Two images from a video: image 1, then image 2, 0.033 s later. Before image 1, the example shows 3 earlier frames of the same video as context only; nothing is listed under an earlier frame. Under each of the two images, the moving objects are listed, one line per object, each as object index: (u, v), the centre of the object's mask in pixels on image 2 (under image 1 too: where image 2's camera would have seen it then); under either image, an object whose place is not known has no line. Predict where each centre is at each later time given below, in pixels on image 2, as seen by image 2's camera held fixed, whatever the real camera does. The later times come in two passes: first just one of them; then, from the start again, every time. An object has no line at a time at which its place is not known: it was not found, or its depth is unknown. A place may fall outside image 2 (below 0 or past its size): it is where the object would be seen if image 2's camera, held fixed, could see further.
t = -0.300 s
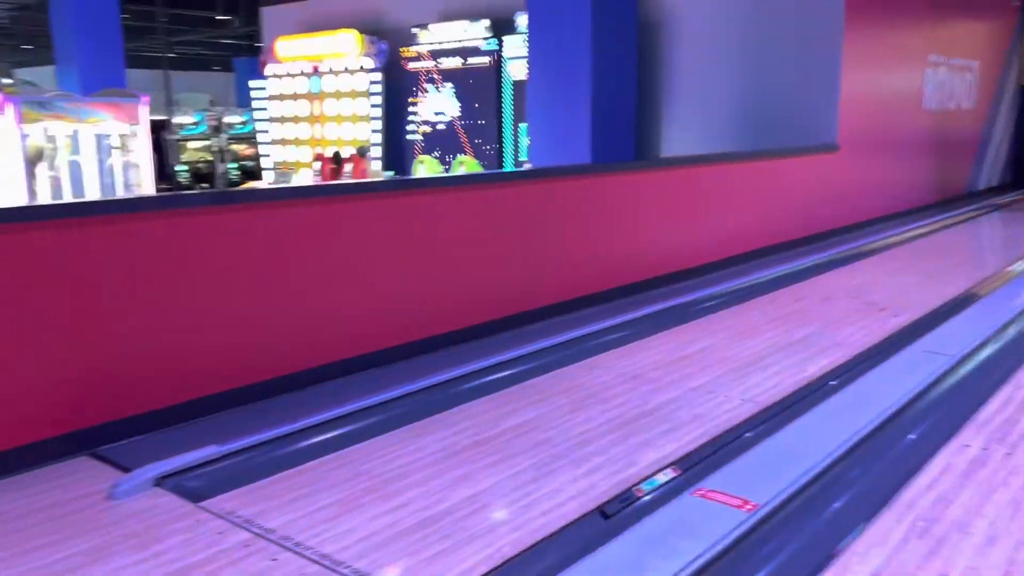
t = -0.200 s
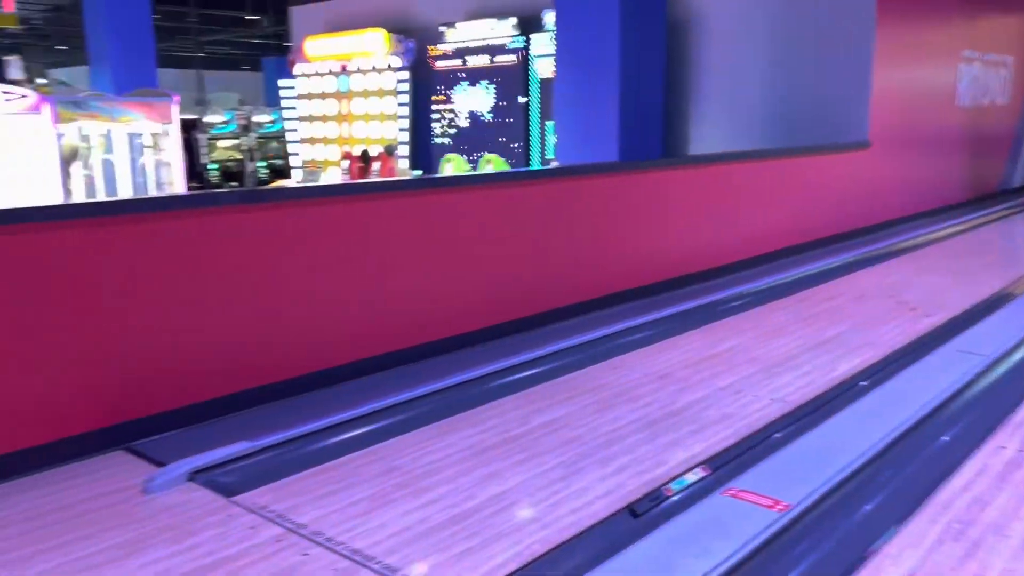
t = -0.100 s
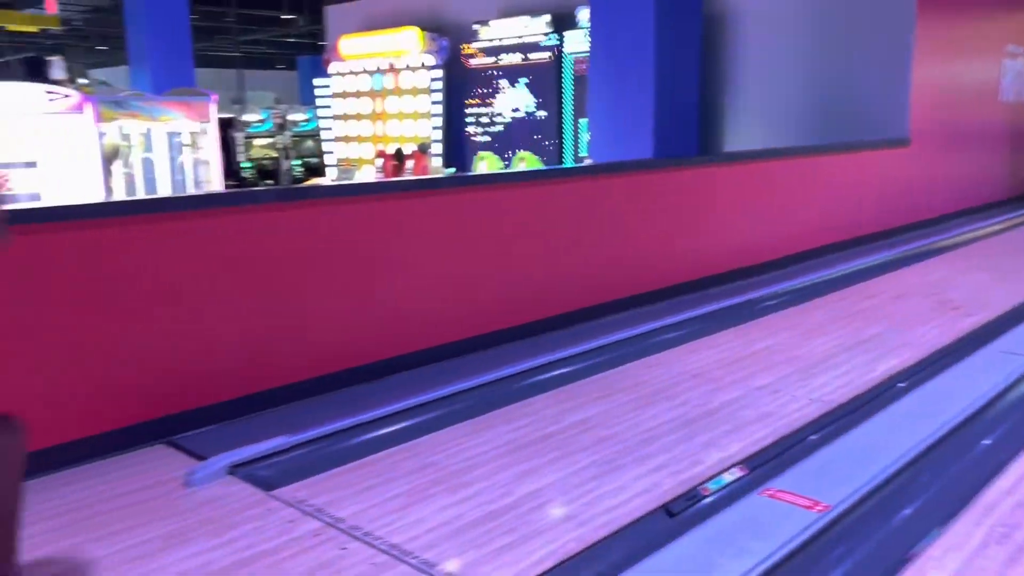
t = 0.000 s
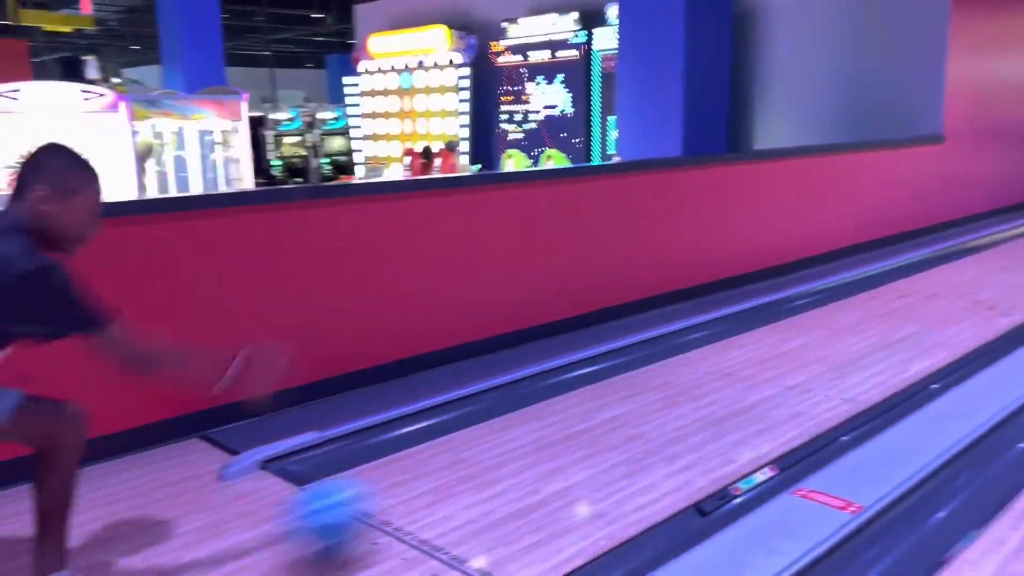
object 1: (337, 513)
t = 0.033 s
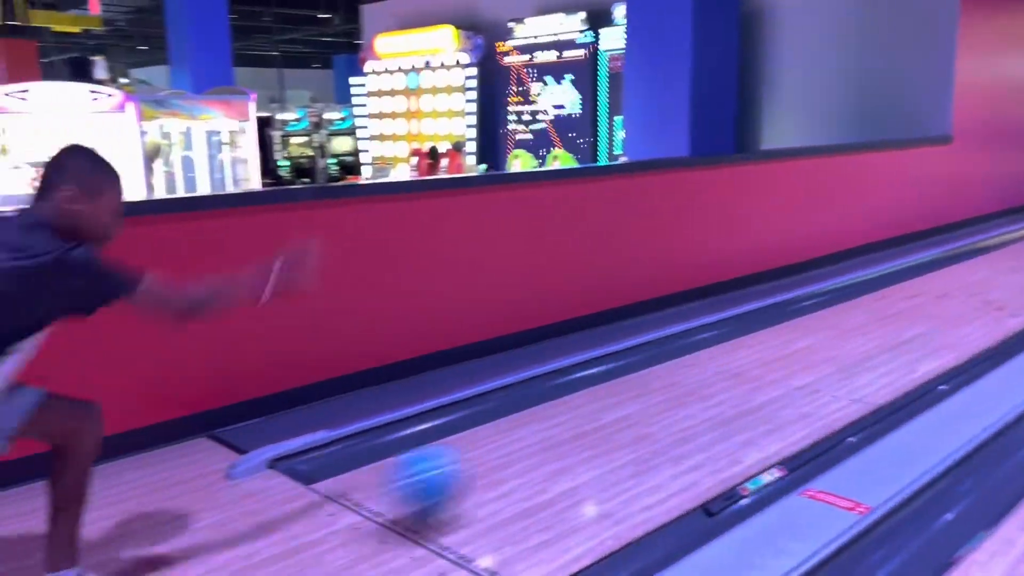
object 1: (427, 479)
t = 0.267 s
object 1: (786, 354)
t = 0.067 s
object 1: (501, 456)
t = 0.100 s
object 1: (566, 437)
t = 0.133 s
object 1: (621, 418)
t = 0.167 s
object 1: (669, 399)
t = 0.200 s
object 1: (712, 383)
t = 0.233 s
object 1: (751, 368)
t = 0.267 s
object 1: (786, 354)
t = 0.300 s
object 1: (816, 342)
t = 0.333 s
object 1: (844, 331)
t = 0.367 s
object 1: (869, 320)
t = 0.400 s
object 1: (893, 312)
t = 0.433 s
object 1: (913, 303)
